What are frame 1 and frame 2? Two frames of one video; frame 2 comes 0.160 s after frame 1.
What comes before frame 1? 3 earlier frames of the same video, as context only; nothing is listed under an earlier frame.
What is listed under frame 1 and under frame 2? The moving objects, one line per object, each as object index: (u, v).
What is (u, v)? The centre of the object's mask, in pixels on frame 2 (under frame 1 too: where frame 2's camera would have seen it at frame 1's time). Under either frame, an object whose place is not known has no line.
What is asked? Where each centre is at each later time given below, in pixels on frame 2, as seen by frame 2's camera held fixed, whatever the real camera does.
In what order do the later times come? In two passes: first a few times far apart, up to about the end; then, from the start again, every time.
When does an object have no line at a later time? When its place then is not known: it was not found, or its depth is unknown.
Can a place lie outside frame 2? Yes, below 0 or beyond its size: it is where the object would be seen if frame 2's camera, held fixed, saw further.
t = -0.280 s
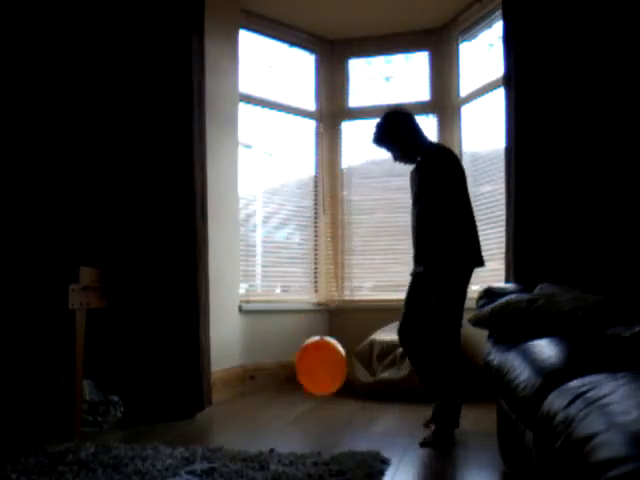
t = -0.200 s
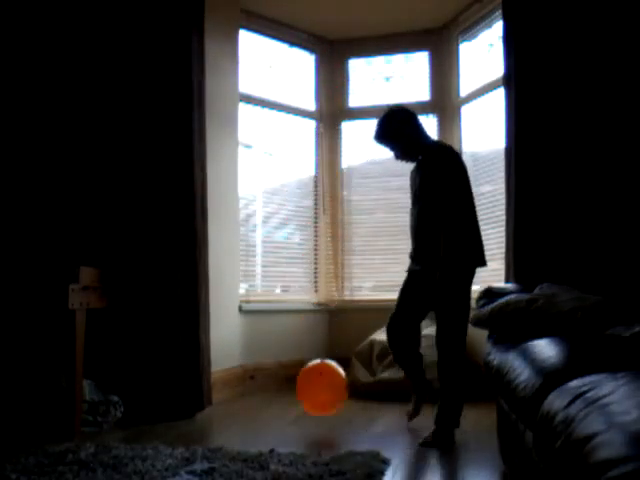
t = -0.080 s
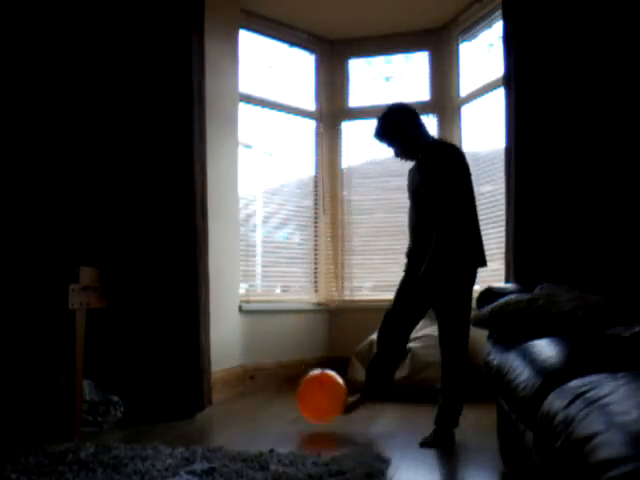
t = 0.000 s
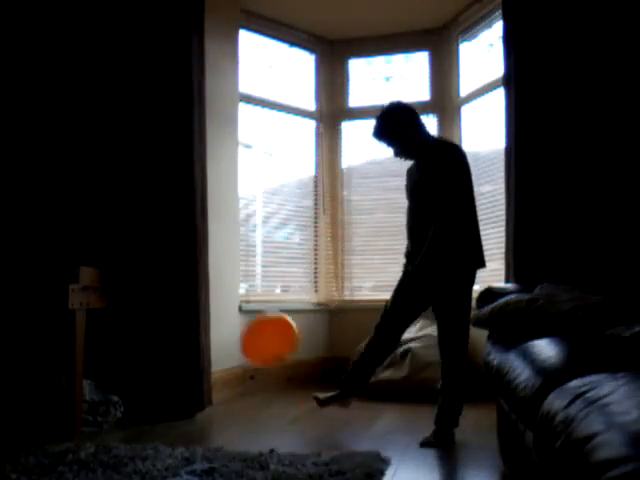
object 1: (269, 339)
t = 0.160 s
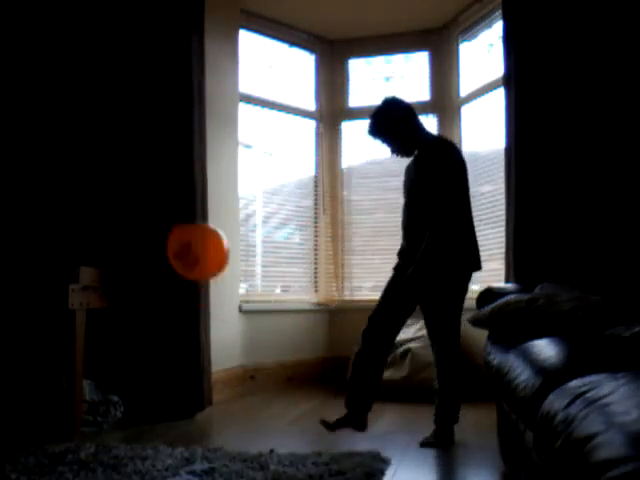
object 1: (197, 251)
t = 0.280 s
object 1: (179, 212)
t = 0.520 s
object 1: (171, 190)
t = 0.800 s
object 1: (150, 209)
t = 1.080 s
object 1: (124, 257)
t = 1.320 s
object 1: (106, 315)
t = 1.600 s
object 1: (87, 409)
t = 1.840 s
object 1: (75, 401)
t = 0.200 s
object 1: (189, 235)
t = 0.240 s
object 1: (183, 222)
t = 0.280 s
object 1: (179, 212)
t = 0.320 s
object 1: (177, 204)
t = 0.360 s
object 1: (176, 198)
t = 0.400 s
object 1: (175, 194)
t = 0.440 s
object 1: (174, 192)
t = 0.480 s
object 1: (172, 191)
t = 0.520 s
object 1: (171, 190)
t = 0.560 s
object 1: (169, 191)
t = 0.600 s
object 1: (166, 193)
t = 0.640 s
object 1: (163, 194)
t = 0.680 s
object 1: (160, 197)
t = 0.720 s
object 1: (157, 201)
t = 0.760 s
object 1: (154, 205)
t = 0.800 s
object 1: (150, 209)
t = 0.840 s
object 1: (146, 214)
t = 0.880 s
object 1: (143, 220)
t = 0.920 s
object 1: (139, 226)
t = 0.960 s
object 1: (135, 233)
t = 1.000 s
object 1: (132, 240)
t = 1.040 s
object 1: (128, 248)
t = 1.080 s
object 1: (124, 257)
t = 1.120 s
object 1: (121, 265)
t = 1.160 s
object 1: (117, 275)
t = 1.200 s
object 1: (114, 284)
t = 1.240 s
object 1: (111, 294)
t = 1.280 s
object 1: (109, 304)
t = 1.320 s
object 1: (106, 315)
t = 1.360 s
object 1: (104, 327)
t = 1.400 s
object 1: (102, 340)
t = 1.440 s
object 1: (99, 353)
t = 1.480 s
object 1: (96, 367)
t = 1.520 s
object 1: (94, 381)
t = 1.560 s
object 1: (91, 395)
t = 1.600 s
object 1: (87, 409)
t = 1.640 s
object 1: (84, 424)
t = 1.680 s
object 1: (81, 426)
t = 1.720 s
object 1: (80, 418)
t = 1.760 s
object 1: (78, 412)
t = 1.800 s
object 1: (77, 407)
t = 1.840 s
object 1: (75, 401)
